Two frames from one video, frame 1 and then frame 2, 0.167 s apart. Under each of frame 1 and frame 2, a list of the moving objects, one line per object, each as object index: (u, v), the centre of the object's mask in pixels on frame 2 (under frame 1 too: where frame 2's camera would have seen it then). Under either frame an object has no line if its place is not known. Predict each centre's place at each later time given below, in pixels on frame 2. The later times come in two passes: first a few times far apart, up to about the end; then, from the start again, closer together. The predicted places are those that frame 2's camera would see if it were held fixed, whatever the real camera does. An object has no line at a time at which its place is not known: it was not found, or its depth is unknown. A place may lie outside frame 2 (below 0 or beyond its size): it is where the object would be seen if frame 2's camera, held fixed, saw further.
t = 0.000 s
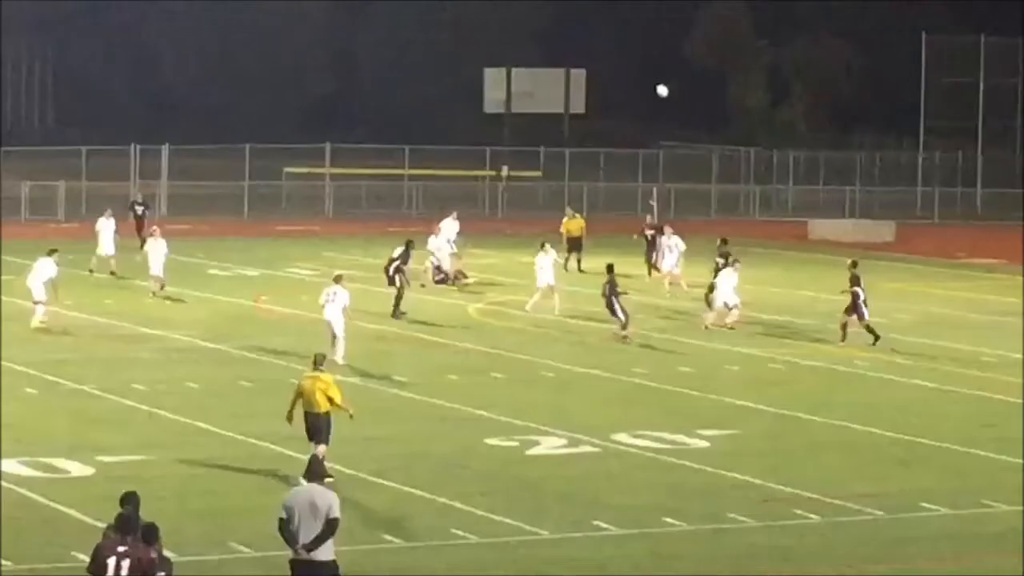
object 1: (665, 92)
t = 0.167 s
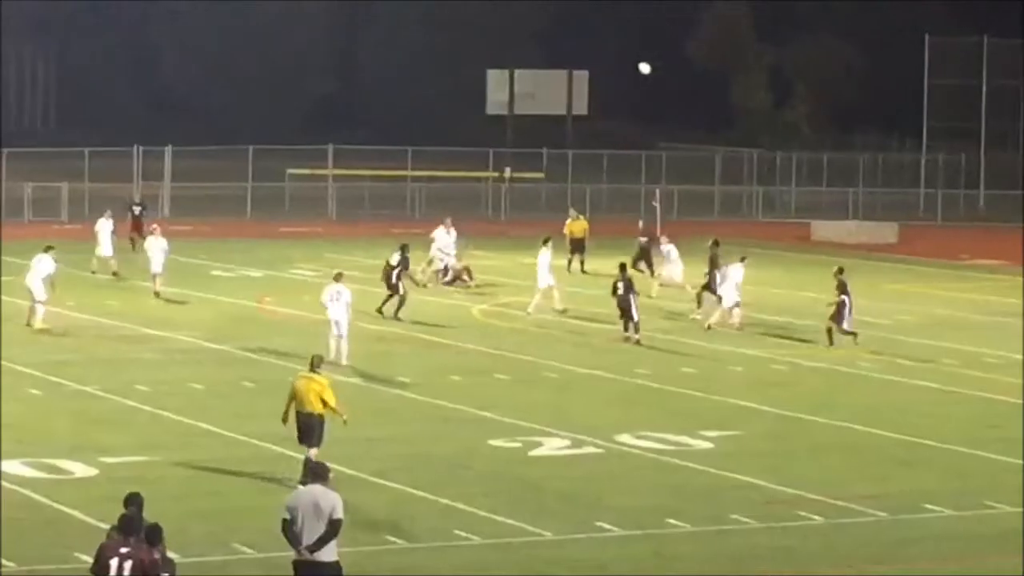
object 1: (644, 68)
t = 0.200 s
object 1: (640, 64)
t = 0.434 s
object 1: (614, 55)
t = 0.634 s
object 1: (593, 67)
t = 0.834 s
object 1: (572, 95)
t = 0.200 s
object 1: (640, 64)
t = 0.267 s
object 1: (633, 59)
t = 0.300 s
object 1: (629, 58)
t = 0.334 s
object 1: (625, 56)
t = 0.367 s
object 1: (622, 55)
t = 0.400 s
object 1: (618, 55)
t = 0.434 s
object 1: (614, 55)
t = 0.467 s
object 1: (611, 56)
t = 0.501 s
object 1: (607, 57)
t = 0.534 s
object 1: (604, 59)
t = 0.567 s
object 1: (599, 61)
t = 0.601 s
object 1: (597, 64)
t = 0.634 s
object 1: (593, 67)
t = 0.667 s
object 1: (590, 70)
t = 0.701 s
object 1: (586, 74)
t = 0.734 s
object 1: (583, 79)
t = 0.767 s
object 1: (579, 84)
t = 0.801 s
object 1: (576, 90)
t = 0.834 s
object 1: (572, 95)
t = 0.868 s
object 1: (569, 102)
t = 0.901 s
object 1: (565, 109)
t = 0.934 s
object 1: (562, 116)
